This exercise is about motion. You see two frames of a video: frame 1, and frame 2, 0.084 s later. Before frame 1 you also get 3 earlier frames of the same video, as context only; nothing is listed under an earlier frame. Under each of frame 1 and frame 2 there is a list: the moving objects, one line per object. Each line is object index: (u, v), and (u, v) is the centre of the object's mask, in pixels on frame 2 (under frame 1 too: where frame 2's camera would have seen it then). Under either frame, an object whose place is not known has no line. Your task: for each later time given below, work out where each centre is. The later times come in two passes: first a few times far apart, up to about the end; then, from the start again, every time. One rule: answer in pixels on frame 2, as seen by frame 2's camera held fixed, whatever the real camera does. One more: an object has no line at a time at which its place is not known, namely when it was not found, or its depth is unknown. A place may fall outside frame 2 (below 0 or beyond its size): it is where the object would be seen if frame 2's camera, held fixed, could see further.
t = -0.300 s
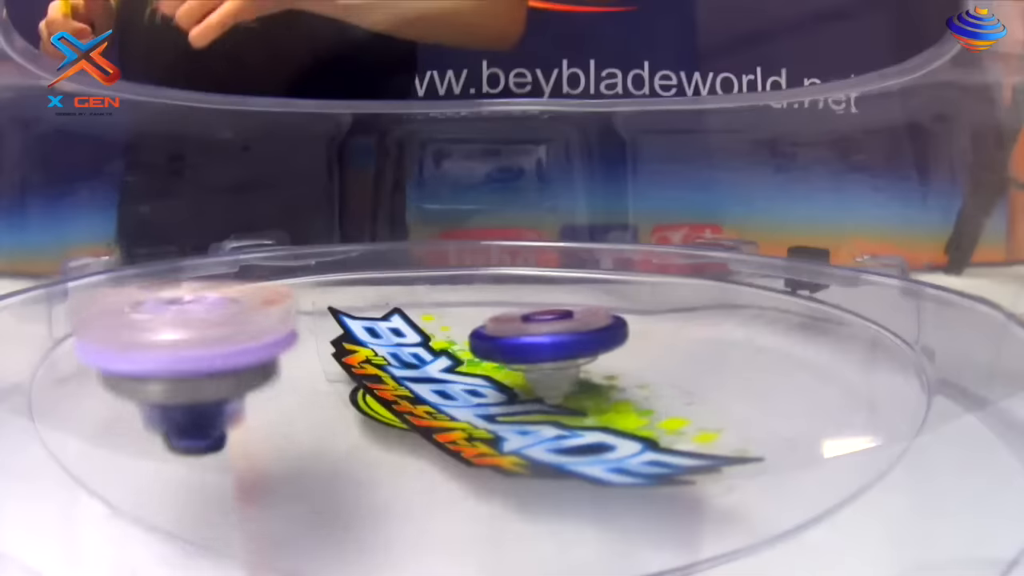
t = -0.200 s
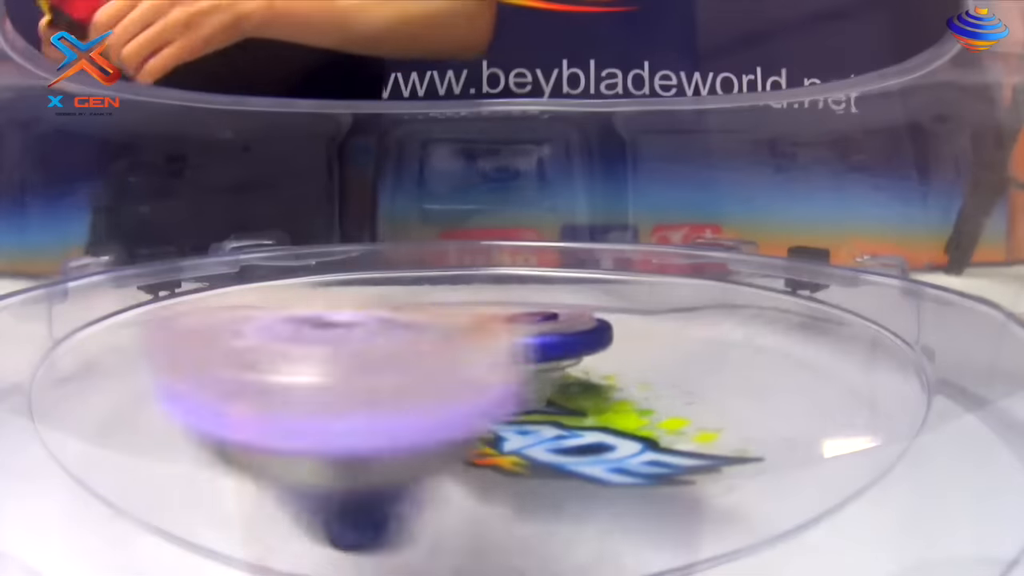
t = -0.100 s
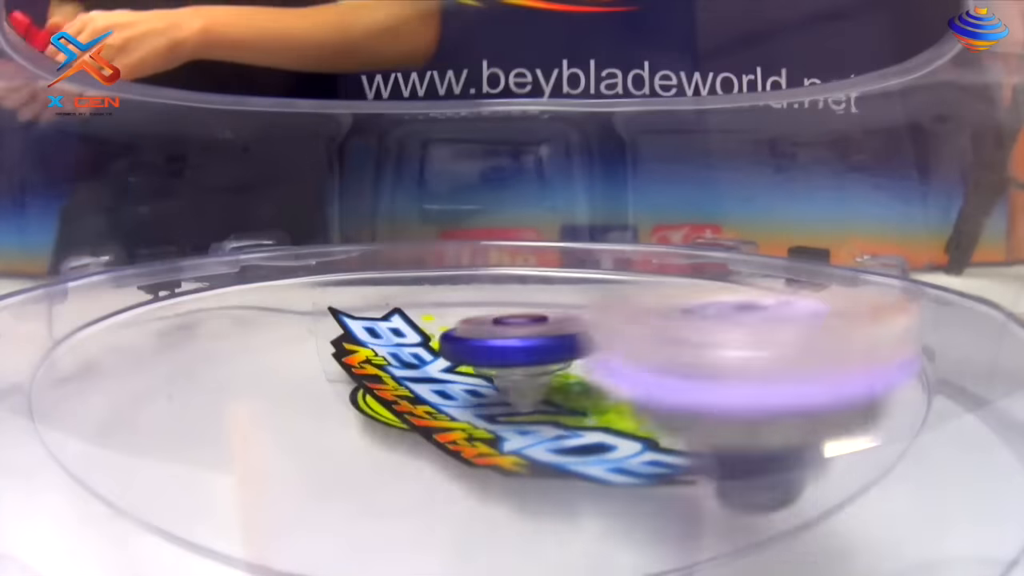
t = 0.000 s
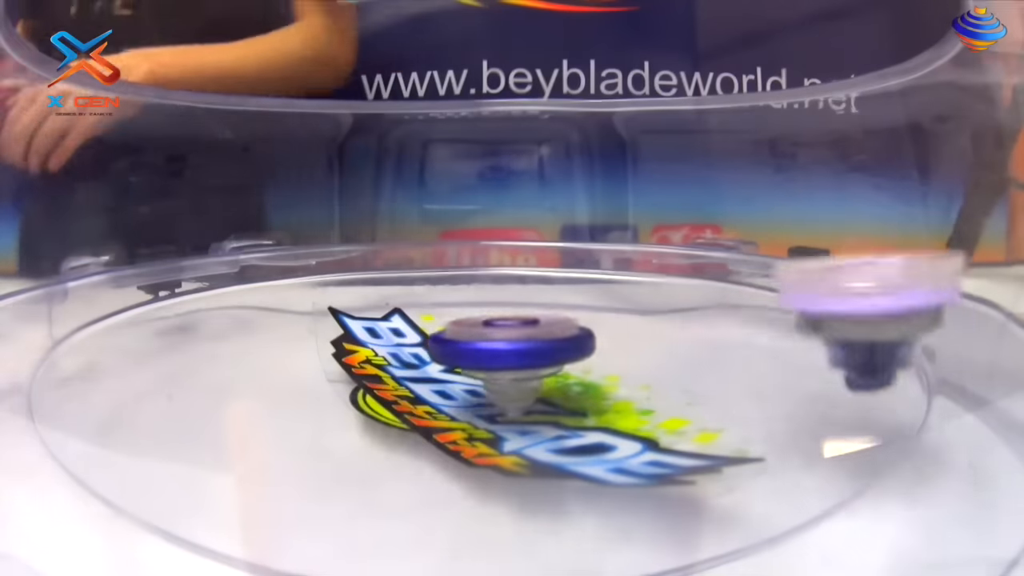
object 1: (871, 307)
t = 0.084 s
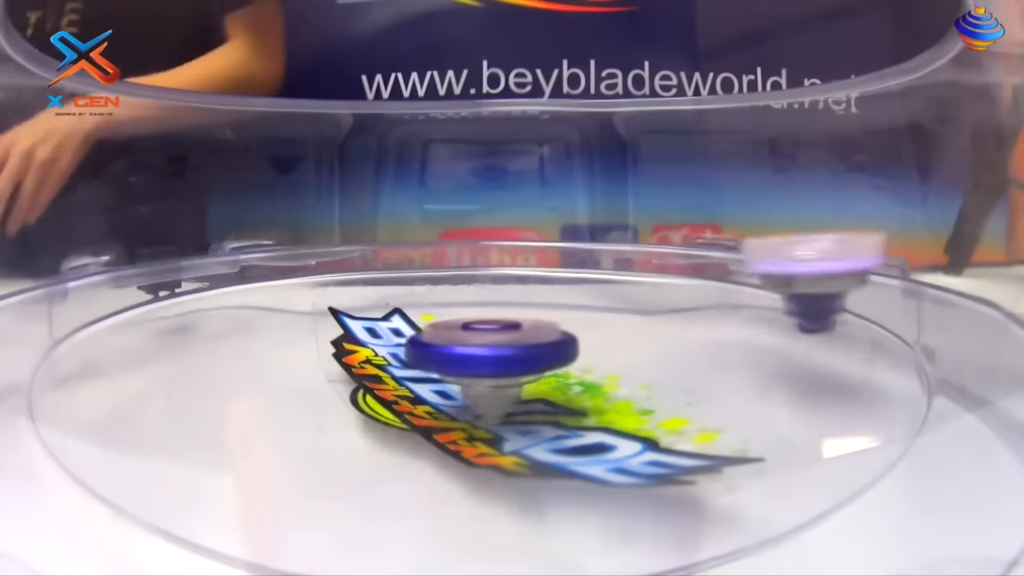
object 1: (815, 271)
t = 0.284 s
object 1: (517, 236)
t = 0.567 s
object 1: (70, 301)
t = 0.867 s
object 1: (845, 267)
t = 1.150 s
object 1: (226, 248)
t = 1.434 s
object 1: (892, 325)
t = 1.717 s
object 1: (414, 233)
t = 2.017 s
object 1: (502, 411)
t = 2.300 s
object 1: (672, 239)
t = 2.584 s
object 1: (121, 269)
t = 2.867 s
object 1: (682, 378)
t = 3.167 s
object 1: (610, 236)
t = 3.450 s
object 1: (243, 250)
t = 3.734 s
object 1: (329, 375)
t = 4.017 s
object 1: (773, 281)
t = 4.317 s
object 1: (509, 248)
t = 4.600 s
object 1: (232, 303)
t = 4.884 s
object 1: (525, 390)
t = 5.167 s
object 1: (731, 301)
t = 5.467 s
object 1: (453, 269)
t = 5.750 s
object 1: (225, 303)
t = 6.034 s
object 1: (421, 380)
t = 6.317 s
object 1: (663, 315)
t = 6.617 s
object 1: (502, 264)
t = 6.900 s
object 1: (339, 288)
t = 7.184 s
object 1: (377, 343)
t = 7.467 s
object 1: (632, 347)
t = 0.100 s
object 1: (796, 267)
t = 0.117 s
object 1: (776, 263)
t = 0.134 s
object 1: (756, 259)
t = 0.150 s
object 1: (733, 255)
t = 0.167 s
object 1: (708, 251)
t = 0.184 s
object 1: (684, 249)
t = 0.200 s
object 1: (656, 247)
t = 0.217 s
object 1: (630, 244)
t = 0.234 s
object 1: (602, 243)
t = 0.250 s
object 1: (577, 239)
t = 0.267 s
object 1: (546, 238)
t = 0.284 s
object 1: (517, 236)
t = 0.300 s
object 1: (488, 234)
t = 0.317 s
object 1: (459, 232)
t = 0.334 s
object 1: (430, 233)
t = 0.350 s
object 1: (400, 236)
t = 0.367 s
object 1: (370, 237)
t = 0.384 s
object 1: (338, 238)
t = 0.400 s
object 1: (306, 240)
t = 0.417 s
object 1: (275, 241)
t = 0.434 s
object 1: (245, 245)
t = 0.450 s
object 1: (215, 250)
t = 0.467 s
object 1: (187, 255)
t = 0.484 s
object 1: (159, 260)
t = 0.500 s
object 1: (133, 265)
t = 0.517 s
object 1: (110, 271)
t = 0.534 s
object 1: (92, 278)
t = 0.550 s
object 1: (77, 290)
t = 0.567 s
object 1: (70, 301)
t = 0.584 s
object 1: (70, 316)
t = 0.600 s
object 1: (79, 331)
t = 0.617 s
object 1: (97, 349)
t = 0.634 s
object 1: (129, 366)
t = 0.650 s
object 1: (187, 384)
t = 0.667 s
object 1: (302, 404)
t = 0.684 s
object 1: (433, 410)
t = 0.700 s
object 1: (582, 408)
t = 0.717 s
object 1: (711, 390)
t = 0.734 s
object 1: (800, 370)
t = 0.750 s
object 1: (853, 351)
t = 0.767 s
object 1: (883, 335)
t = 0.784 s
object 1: (898, 319)
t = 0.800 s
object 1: (900, 306)
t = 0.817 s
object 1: (895, 295)
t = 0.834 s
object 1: (883, 282)
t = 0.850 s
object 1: (867, 274)
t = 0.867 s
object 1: (845, 267)
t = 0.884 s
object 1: (821, 262)
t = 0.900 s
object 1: (794, 256)
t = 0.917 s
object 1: (765, 250)
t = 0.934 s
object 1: (732, 245)
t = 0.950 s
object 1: (700, 242)
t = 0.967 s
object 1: (664, 238)
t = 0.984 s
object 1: (626, 236)
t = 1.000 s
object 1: (590, 234)
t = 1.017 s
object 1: (553, 233)
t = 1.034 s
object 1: (510, 232)
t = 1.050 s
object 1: (469, 233)
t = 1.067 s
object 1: (428, 234)
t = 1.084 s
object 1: (387, 234)
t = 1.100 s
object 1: (345, 237)
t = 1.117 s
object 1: (304, 239)
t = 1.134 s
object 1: (264, 242)
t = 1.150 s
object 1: (226, 248)
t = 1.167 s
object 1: (188, 254)
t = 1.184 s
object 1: (156, 260)
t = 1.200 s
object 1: (124, 269)
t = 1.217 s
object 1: (99, 276)
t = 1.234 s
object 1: (80, 287)
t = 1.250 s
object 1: (72, 302)
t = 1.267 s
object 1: (72, 318)
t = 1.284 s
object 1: (84, 337)
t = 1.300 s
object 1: (113, 360)
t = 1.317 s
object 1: (163, 381)
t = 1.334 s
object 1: (267, 395)
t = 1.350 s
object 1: (421, 409)
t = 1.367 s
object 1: (586, 409)
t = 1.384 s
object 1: (727, 393)
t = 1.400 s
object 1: (810, 369)
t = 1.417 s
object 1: (866, 348)
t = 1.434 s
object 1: (892, 325)
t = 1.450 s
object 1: (902, 314)
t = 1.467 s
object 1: (897, 298)
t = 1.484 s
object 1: (888, 290)
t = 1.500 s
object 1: (872, 277)
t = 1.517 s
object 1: (853, 268)
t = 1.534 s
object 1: (827, 262)
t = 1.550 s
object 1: (801, 257)
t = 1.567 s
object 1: (770, 251)
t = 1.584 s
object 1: (735, 245)
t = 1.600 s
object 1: (702, 241)
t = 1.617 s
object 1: (664, 238)
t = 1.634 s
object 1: (623, 235)
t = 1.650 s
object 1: (582, 235)
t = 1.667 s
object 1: (541, 232)
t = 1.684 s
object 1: (501, 233)
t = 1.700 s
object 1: (458, 232)
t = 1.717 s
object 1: (414, 233)
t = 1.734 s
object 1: (372, 236)
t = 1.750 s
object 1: (329, 237)
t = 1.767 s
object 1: (289, 238)
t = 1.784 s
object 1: (252, 242)
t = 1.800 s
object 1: (215, 248)
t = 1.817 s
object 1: (179, 257)
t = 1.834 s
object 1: (148, 263)
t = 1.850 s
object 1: (118, 270)
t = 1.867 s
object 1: (97, 280)
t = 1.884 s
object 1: (78, 288)
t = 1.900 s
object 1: (72, 302)
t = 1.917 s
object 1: (74, 318)
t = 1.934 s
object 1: (84, 335)
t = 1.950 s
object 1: (107, 352)
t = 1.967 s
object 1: (150, 371)
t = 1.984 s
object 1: (234, 397)
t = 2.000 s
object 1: (354, 412)
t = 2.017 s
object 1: (502, 411)
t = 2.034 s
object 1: (626, 397)
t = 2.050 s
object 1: (746, 385)
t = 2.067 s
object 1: (821, 366)
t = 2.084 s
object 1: (863, 347)
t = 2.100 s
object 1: (889, 331)
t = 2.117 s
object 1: (901, 317)
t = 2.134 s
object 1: (900, 303)
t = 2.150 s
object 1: (894, 292)
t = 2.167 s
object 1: (882, 283)
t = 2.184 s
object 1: (866, 274)
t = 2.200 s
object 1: (846, 267)
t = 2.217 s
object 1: (821, 259)
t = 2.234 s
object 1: (797, 255)
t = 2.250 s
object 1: (769, 248)
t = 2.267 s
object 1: (737, 245)
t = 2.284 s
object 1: (707, 243)
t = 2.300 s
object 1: (672, 239)
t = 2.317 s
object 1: (637, 236)
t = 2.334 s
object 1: (601, 236)
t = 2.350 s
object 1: (566, 234)
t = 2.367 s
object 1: (528, 233)
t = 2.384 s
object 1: (490, 233)
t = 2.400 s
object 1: (451, 234)
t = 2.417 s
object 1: (414, 235)
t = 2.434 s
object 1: (382, 234)
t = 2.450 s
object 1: (343, 238)
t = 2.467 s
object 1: (310, 239)
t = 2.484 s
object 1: (276, 241)
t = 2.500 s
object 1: (246, 244)
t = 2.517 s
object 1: (218, 251)
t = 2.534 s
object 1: (190, 256)
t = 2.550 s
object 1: (167, 261)
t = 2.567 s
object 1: (143, 264)
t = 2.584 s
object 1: (121, 269)
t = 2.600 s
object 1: (106, 274)
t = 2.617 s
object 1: (95, 280)
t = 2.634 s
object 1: (87, 288)
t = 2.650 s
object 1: (82, 297)
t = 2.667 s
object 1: (82, 306)
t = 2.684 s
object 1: (89, 317)
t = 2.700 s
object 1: (100, 328)
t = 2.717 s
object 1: (121, 342)
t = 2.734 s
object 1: (152, 356)
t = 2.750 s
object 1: (198, 363)
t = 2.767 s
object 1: (258, 386)
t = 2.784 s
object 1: (331, 393)
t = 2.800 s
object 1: (408, 400)
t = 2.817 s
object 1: (492, 399)
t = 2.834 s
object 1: (567, 396)
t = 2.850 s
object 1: (632, 387)
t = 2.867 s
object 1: (682, 378)
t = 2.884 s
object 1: (725, 370)
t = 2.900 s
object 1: (749, 354)
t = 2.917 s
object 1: (769, 343)
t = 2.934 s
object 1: (777, 329)
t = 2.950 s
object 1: (782, 316)
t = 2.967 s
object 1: (781, 307)
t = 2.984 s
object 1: (777, 298)
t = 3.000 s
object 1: (769, 291)
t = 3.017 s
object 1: (760, 283)
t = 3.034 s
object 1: (750, 277)
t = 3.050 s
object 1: (737, 270)
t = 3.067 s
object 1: (723, 263)
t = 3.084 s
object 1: (707, 257)
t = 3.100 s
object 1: (690, 252)
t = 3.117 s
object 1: (672, 248)
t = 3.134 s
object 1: (652, 242)
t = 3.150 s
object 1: (633, 238)
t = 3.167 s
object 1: (610, 236)
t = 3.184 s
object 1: (586, 232)
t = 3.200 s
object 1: (560, 233)
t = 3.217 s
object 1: (535, 236)
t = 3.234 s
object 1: (512, 234)
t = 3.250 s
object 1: (488, 235)
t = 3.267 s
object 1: (466, 234)
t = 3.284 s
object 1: (444, 235)
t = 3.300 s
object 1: (421, 235)
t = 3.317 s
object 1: (400, 236)
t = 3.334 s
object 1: (378, 237)
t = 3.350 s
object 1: (357, 239)
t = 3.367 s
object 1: (336, 240)
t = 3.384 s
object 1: (317, 240)
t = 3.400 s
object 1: (297, 243)
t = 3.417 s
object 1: (277, 245)
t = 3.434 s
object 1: (260, 248)
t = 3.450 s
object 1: (243, 250)
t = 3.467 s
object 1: (226, 254)
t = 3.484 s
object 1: (212, 258)
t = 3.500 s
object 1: (197, 262)
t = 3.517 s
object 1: (185, 268)
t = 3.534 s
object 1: (174, 273)
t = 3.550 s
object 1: (166, 279)
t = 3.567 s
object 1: (159, 285)
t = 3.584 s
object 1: (153, 293)
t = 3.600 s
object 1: (152, 301)
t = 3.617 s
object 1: (155, 309)
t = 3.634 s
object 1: (162, 319)
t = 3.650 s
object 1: (174, 328)
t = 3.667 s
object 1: (191, 339)
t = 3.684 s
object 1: (218, 350)
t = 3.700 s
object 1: (248, 360)
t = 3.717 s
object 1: (284, 366)
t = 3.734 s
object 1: (329, 375)
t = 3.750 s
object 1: (386, 383)
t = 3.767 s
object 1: (445, 387)
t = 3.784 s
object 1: (500, 391)
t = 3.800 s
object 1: (563, 385)
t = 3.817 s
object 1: (617, 380)
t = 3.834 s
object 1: (659, 373)
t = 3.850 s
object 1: (700, 366)
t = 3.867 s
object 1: (730, 353)
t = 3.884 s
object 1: (754, 343)
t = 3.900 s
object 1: (771, 331)
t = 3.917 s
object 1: (783, 322)
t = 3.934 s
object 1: (786, 312)
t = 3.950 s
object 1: (789, 304)
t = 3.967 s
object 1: (789, 298)
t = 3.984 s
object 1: (784, 291)
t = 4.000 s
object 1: (780, 285)
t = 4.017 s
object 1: (773, 281)
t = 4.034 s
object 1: (767, 276)
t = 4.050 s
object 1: (759, 271)
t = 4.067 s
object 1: (749, 268)
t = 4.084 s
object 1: (738, 263)
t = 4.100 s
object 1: (727, 260)
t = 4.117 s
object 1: (712, 257)
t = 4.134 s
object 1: (698, 254)
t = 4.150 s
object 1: (684, 252)
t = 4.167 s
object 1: (666, 251)
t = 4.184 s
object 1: (651, 249)
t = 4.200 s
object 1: (634, 249)
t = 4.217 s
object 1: (616, 248)
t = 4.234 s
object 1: (600, 247)
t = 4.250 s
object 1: (582, 248)
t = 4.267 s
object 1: (565, 248)
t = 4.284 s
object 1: (548, 248)
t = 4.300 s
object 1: (528, 248)
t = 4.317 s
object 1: (509, 248)
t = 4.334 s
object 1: (491, 250)
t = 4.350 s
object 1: (472, 251)
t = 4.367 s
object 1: (453, 252)
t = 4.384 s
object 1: (433, 255)
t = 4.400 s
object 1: (415, 257)
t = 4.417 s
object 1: (398, 259)
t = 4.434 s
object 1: (378, 262)
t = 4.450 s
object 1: (360, 265)
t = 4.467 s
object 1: (342, 268)
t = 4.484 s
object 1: (325, 272)
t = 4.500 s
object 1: (309, 276)
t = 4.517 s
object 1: (293, 280)
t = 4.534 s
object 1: (279, 284)
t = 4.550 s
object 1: (267, 289)
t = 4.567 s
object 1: (254, 293)
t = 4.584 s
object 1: (243, 298)
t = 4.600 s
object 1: (232, 303)
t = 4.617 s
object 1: (226, 308)
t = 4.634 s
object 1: (221, 315)
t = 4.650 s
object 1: (218, 321)
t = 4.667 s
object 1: (217, 326)
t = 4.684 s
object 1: (219, 334)
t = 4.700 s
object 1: (224, 340)
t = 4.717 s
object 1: (235, 349)
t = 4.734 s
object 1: (245, 354)
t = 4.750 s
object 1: (261, 359)
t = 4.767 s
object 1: (279, 365)
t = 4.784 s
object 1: (304, 370)
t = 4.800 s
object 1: (335, 384)
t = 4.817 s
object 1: (369, 386)
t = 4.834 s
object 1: (406, 390)
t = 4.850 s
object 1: (445, 392)
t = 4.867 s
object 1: (486, 392)
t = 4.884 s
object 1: (525, 390)
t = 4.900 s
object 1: (567, 387)
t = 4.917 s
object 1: (603, 387)
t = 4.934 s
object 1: (640, 381)
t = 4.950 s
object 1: (674, 376)
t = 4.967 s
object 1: (701, 368)
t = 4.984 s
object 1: (724, 364)
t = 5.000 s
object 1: (740, 355)
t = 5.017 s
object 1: (758, 349)
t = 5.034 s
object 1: (765, 341)
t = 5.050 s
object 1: (771, 332)
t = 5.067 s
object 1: (771, 325)
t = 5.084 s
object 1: (769, 320)
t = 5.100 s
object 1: (765, 316)
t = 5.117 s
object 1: (757, 312)
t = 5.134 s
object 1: (750, 308)
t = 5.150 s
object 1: (740, 304)
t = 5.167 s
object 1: (731, 301)
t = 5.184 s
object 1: (720, 298)
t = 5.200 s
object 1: (710, 295)
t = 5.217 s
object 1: (697, 293)
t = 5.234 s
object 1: (685, 291)
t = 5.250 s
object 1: (670, 289)
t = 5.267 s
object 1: (655, 287)
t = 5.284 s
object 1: (640, 284)
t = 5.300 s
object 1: (625, 283)
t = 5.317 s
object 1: (608, 281)
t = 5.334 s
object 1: (592, 280)
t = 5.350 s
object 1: (575, 279)
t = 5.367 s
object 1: (557, 278)
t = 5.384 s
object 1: (540, 277)
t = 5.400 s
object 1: (522, 275)
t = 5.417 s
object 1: (505, 275)
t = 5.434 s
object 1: (486, 274)
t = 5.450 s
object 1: (470, 271)
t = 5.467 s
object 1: (453, 269)
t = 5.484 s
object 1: (437, 267)
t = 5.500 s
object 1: (420, 267)
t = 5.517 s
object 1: (402, 266)
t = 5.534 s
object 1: (386, 266)
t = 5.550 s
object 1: (368, 267)
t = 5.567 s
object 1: (353, 268)
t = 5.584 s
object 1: (335, 271)
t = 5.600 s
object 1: (321, 277)
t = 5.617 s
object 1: (307, 281)
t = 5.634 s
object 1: (295, 283)
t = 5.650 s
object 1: (282, 285)
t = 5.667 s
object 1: (272, 287)
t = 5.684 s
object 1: (261, 290)
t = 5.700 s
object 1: (251, 292)
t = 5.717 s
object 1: (241, 296)
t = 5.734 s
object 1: (232, 299)
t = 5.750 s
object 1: (225, 303)
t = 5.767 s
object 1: (220, 306)
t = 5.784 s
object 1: (215, 311)
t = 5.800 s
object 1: (214, 314)
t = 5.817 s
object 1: (213, 319)
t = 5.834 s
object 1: (216, 323)
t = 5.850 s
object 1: (220, 330)
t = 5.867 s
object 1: (228, 333)
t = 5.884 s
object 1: (236, 340)
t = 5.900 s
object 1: (247, 345)
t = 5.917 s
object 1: (259, 350)
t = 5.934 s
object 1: (276, 354)
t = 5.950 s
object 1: (294, 358)
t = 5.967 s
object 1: (315, 362)
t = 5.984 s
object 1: (337, 372)
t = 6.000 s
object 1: (364, 375)
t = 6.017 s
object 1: (392, 378)
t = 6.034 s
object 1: (421, 380)
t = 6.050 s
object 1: (453, 380)
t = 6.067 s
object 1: (485, 380)
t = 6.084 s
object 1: (514, 376)
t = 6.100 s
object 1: (542, 377)
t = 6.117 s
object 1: (569, 374)
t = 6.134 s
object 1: (594, 370)
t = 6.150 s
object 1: (614, 366)
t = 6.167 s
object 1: (631, 359)
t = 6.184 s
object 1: (644, 353)
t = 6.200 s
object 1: (652, 347)
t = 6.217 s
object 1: (658, 341)
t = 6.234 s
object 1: (663, 337)
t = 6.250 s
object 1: (664, 332)
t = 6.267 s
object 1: (667, 328)
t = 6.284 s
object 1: (666, 323)
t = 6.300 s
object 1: (666, 321)
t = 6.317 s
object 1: (663, 315)
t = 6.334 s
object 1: (660, 312)
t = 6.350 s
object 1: (655, 307)
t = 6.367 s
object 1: (649, 305)
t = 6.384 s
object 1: (643, 301)
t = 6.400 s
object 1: (634, 298)
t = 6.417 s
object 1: (626, 294)
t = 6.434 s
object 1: (617, 292)
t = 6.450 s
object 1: (607, 290)
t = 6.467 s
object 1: (596, 287)
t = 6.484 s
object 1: (586, 284)
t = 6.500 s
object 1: (574, 284)
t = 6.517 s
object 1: (564, 282)
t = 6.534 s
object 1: (553, 280)
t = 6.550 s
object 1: (544, 276)
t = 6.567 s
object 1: (534, 271)
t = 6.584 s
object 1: (524, 268)
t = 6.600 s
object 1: (513, 265)
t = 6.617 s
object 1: (502, 264)
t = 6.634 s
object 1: (491, 263)
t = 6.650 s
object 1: (480, 263)
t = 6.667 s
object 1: (469, 262)
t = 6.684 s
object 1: (458, 263)
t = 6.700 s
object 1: (447, 263)
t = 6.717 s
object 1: (437, 263)
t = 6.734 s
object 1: (426, 265)
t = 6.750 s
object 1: (417, 268)
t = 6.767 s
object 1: (407, 272)
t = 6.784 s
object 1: (399, 275)
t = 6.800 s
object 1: (389, 277)
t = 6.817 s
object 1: (380, 279)
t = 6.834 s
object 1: (371, 281)
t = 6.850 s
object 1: (362, 282)
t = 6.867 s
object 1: (354, 284)
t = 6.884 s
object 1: (345, 287)
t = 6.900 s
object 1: (339, 288)
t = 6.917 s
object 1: (332, 289)
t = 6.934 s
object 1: (327, 292)
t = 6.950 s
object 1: (321, 297)
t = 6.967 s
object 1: (318, 300)
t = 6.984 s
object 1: (315, 304)
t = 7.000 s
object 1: (312, 307)
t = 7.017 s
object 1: (312, 311)
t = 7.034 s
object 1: (312, 315)
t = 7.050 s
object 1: (314, 318)
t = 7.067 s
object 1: (317, 322)
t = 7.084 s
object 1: (323, 326)
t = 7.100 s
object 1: (329, 328)
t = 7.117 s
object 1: (337, 330)
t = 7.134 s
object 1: (345, 333)
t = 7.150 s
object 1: (356, 336)
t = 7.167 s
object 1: (366, 342)
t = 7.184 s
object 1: (377, 343)
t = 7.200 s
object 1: (389, 346)
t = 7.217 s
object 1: (400, 348)
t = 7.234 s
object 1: (414, 350)
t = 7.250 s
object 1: (428, 353)
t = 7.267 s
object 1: (442, 355)
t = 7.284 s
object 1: (457, 360)
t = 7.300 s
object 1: (475, 358)
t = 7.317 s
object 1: (492, 362)
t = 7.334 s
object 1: (509, 362)
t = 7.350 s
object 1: (527, 360)
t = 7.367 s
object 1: (542, 359)
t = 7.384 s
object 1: (560, 357)
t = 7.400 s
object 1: (577, 362)
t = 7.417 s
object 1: (594, 358)
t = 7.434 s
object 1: (607, 355)
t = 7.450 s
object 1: (620, 353)
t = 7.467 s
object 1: (632, 347)
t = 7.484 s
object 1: (641, 344)
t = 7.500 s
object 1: (649, 339)
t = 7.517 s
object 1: (657, 335)
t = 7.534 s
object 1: (665, 332)
